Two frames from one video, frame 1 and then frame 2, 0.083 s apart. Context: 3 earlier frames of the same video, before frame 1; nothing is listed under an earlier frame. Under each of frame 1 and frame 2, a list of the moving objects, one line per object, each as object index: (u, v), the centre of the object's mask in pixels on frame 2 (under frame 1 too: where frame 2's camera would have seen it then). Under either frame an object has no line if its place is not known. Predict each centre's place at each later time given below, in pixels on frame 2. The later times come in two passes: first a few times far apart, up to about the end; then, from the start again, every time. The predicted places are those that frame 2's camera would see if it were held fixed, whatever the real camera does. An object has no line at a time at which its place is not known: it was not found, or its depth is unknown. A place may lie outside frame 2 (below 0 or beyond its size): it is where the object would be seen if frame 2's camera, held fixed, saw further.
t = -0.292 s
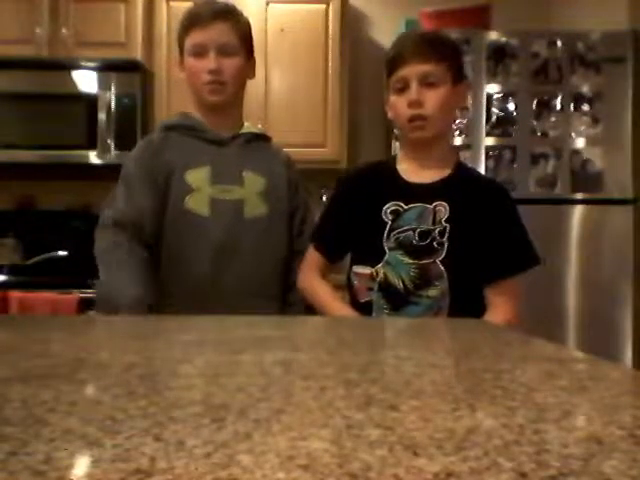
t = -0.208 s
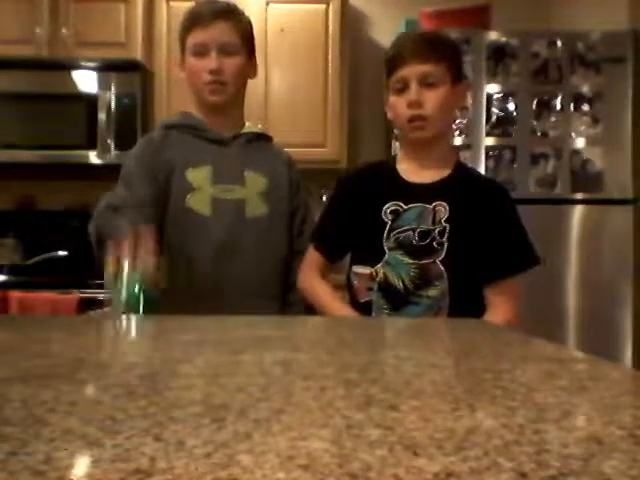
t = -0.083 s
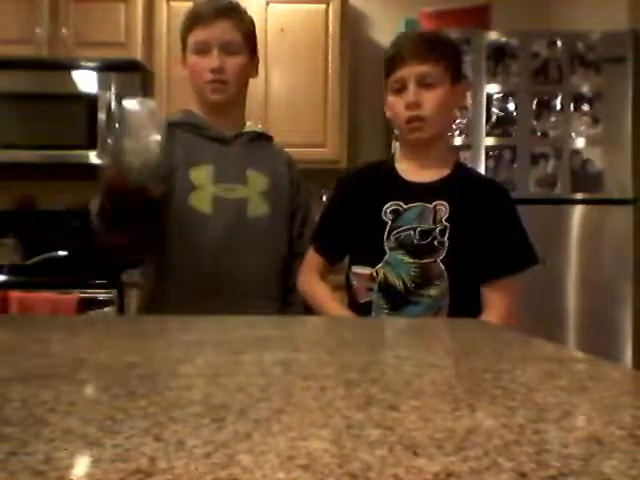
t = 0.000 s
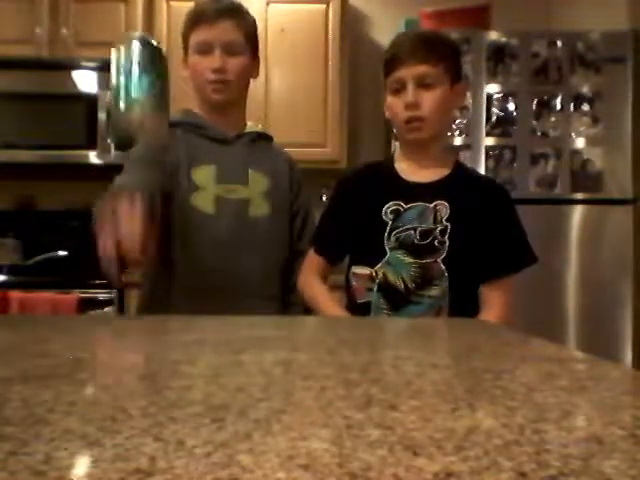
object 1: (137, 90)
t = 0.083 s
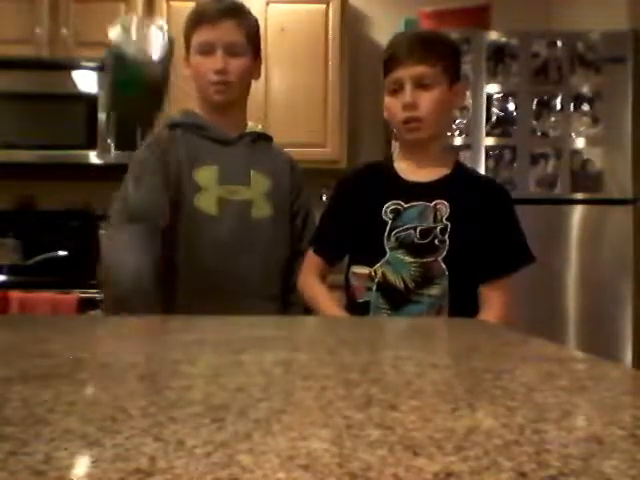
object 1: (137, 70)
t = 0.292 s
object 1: (128, 268)
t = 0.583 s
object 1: (148, 282)
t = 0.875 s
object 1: (161, 283)
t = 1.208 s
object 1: (166, 283)
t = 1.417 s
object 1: (166, 283)
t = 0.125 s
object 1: (136, 85)
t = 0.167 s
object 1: (134, 119)
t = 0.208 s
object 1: (127, 166)
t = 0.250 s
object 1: (129, 251)
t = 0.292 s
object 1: (128, 268)
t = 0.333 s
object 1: (128, 249)
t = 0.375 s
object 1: (126, 246)
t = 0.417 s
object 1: (129, 270)
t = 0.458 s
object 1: (135, 277)
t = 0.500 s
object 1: (141, 280)
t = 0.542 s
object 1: (144, 281)
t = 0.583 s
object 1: (148, 282)
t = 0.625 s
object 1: (152, 283)
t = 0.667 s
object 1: (151, 282)
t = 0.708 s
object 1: (153, 283)
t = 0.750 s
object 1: (156, 283)
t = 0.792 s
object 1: (158, 283)
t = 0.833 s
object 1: (159, 283)
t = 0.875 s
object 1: (161, 283)
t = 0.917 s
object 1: (162, 283)
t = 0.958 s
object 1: (163, 283)
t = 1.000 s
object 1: (164, 283)
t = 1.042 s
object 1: (165, 283)
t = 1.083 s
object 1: (165, 283)
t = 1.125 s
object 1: (167, 283)
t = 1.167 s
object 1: (167, 283)
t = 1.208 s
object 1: (166, 283)
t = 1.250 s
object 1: (167, 283)
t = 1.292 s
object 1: (167, 283)
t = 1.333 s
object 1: (167, 283)
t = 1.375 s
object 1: (167, 283)
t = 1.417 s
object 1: (166, 283)
